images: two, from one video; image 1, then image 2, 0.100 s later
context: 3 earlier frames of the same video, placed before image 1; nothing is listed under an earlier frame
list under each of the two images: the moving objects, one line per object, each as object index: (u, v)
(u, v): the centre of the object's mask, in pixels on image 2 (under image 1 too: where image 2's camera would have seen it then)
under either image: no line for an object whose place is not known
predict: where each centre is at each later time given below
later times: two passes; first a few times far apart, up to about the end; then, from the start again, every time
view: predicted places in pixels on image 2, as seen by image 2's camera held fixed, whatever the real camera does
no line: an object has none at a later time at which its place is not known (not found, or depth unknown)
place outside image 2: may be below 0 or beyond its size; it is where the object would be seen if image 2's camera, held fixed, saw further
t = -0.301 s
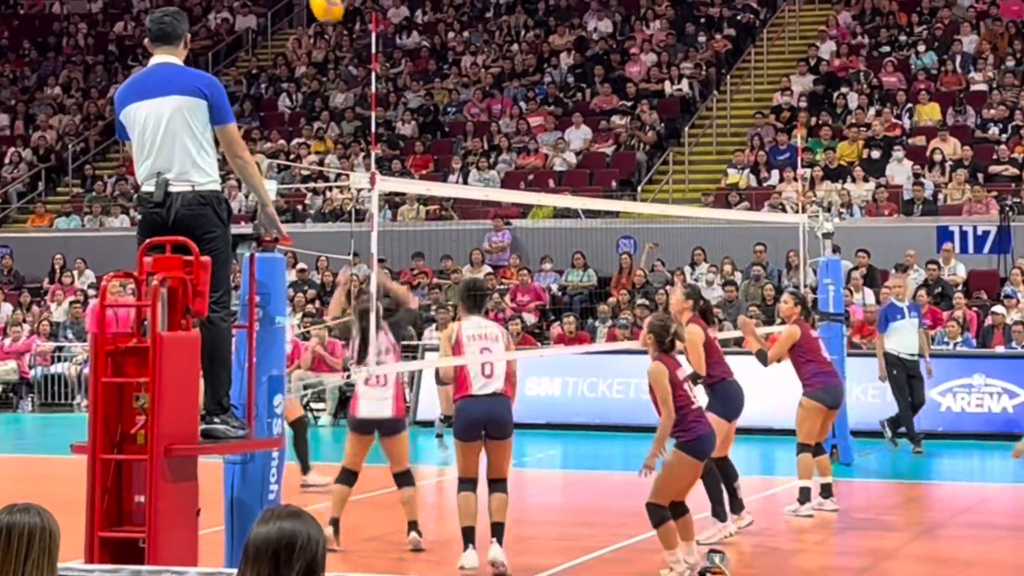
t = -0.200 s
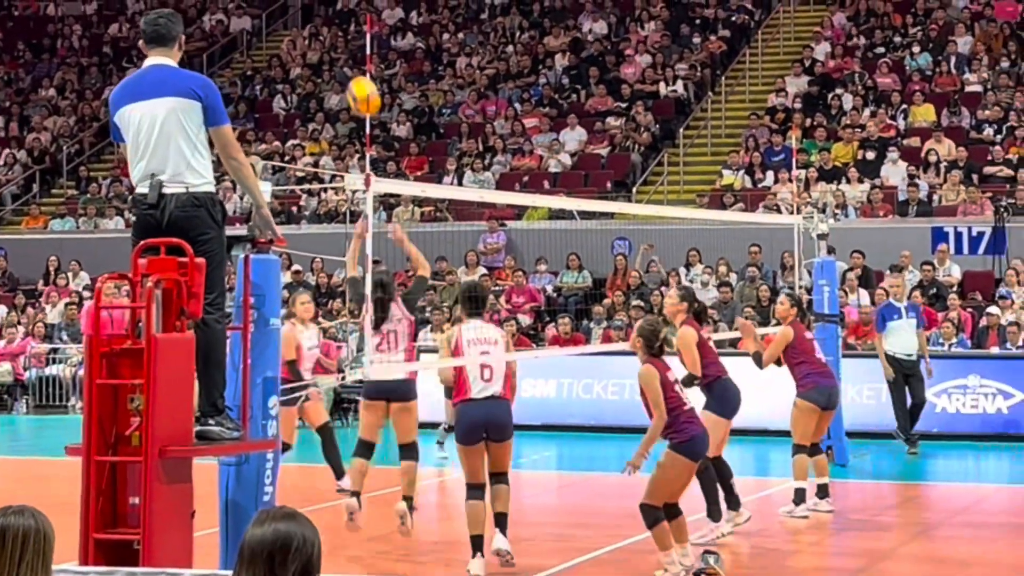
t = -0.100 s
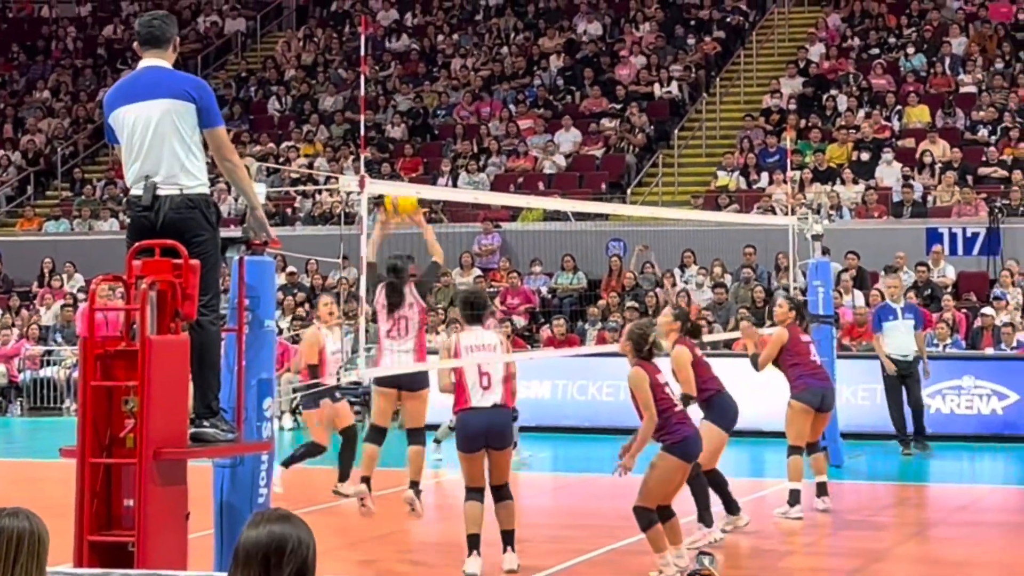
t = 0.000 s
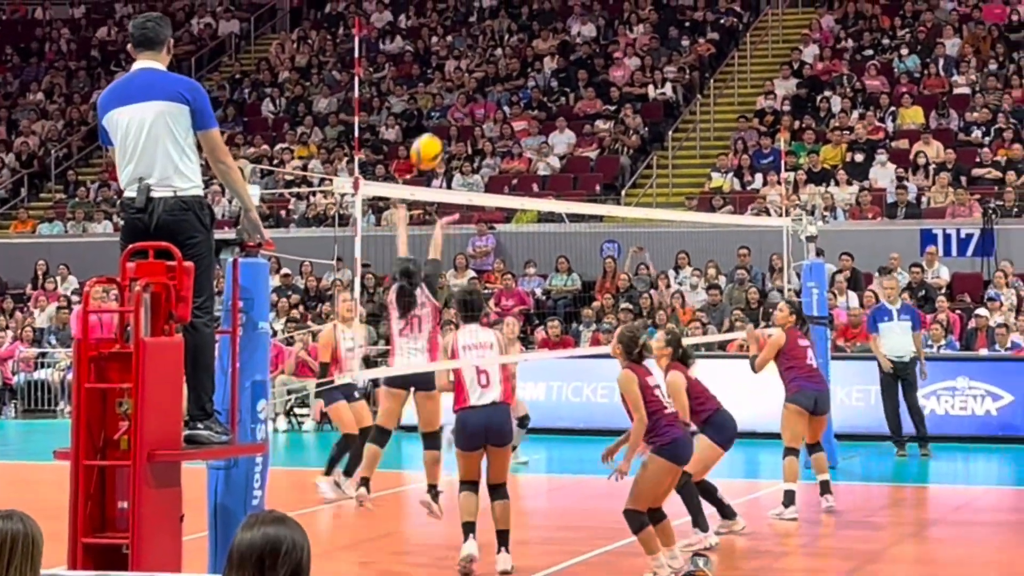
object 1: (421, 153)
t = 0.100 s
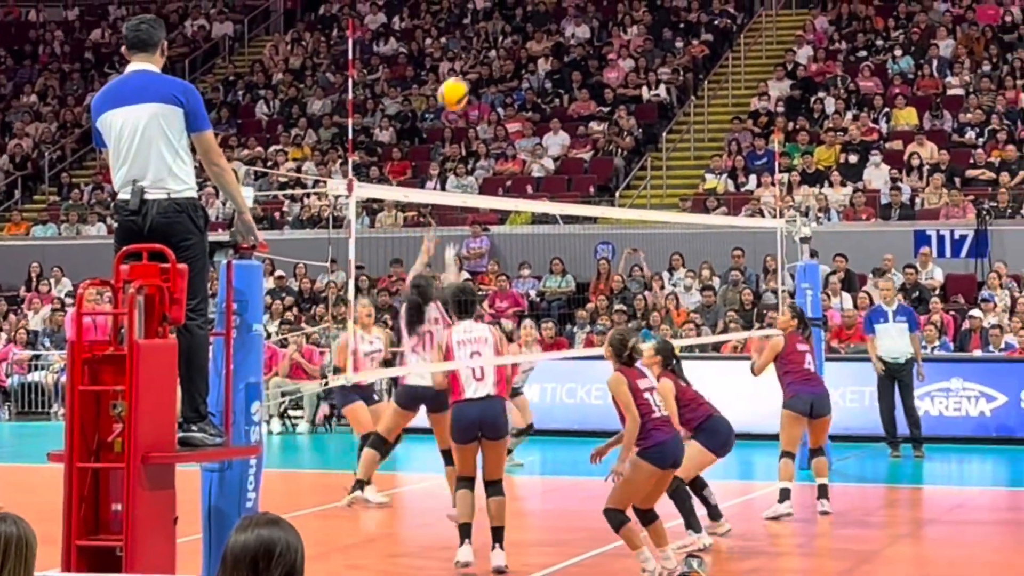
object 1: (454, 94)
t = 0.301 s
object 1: (512, 29)
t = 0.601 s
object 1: (587, 37)
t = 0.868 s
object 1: (643, 126)
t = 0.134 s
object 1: (464, 78)
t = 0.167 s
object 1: (474, 65)
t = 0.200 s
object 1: (484, 53)
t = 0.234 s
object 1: (494, 43)
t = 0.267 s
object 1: (503, 35)
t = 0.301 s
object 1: (512, 29)
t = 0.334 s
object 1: (521, 24)
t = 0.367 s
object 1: (530, 21)
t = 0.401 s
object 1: (539, 19)
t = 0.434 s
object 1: (548, 19)
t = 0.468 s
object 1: (556, 20)
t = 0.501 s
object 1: (564, 22)
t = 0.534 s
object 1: (573, 27)
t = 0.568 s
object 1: (579, 31)
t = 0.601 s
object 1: (587, 37)
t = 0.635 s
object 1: (595, 45)
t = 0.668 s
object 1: (602, 53)
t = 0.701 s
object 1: (608, 63)
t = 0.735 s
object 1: (616, 74)
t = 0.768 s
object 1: (622, 85)
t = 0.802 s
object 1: (630, 98)
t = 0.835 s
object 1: (636, 112)
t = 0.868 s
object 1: (643, 126)
